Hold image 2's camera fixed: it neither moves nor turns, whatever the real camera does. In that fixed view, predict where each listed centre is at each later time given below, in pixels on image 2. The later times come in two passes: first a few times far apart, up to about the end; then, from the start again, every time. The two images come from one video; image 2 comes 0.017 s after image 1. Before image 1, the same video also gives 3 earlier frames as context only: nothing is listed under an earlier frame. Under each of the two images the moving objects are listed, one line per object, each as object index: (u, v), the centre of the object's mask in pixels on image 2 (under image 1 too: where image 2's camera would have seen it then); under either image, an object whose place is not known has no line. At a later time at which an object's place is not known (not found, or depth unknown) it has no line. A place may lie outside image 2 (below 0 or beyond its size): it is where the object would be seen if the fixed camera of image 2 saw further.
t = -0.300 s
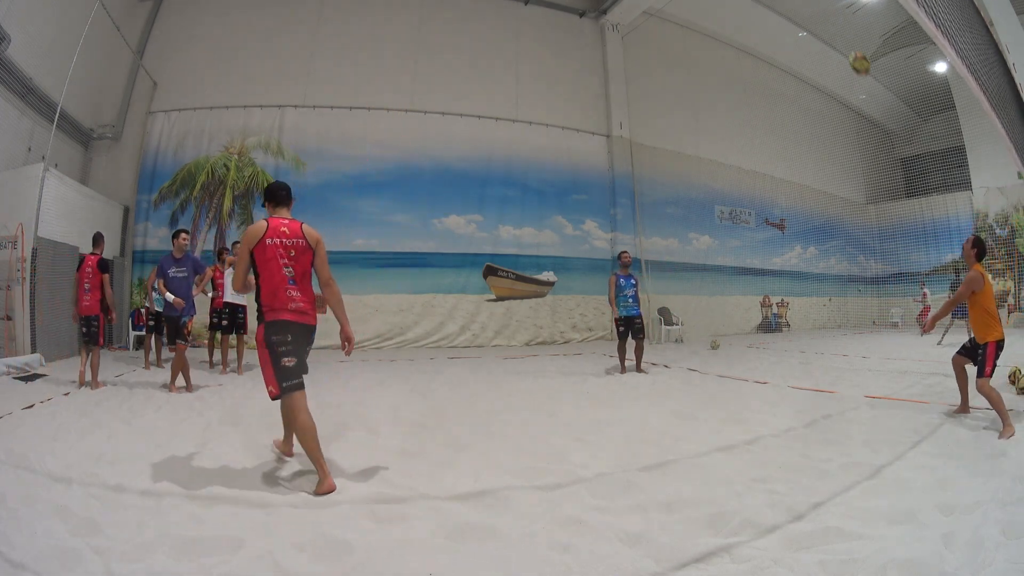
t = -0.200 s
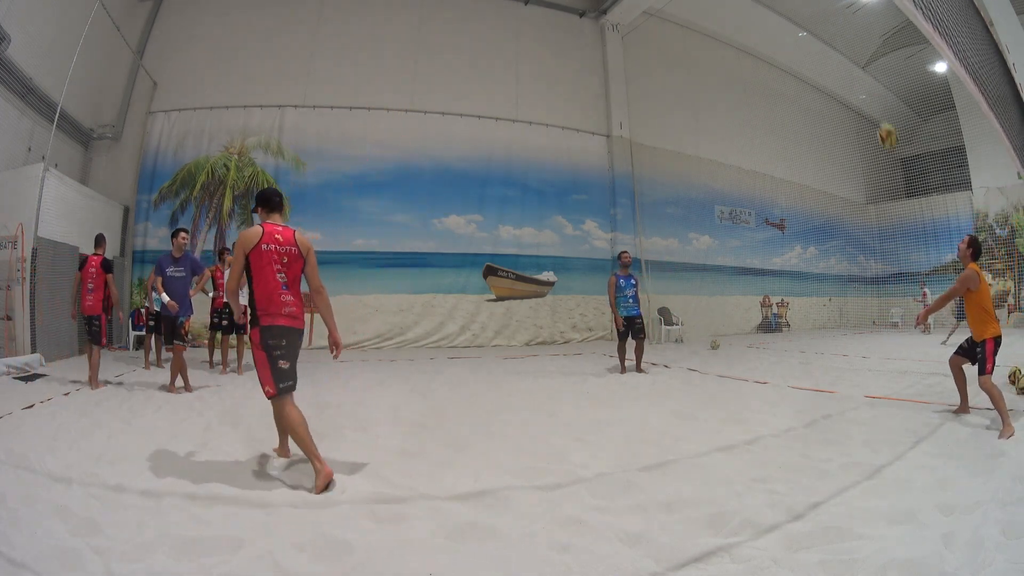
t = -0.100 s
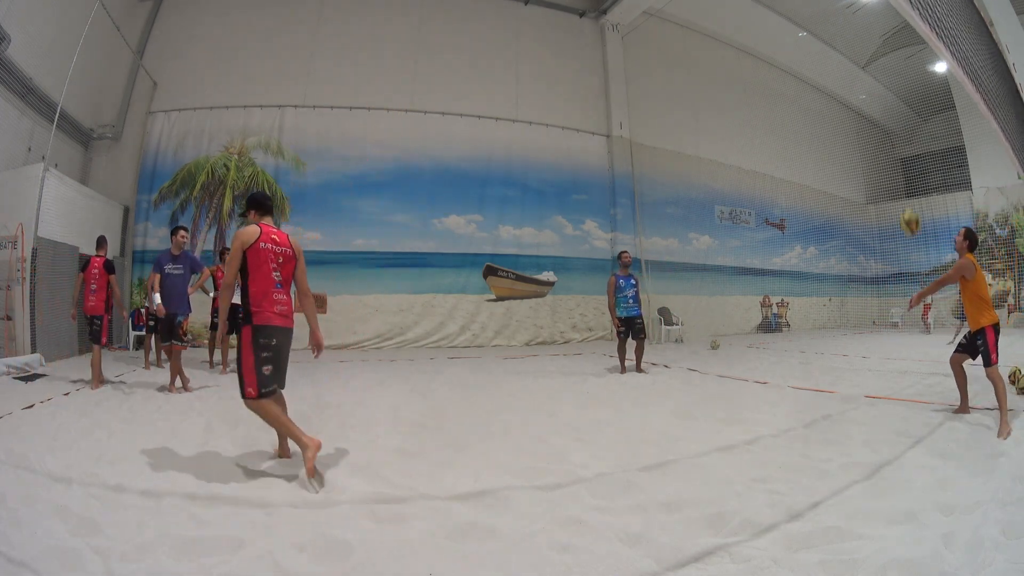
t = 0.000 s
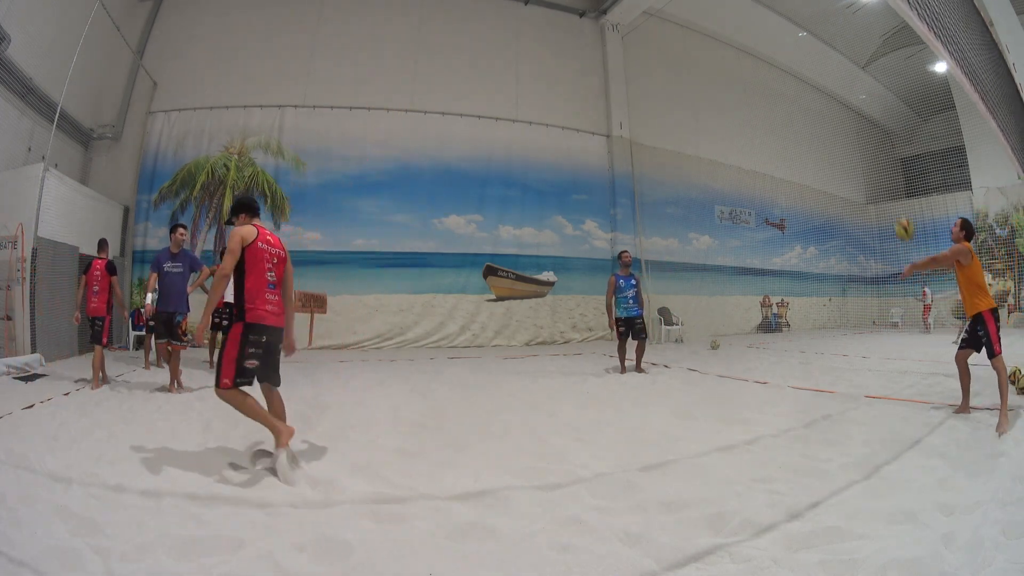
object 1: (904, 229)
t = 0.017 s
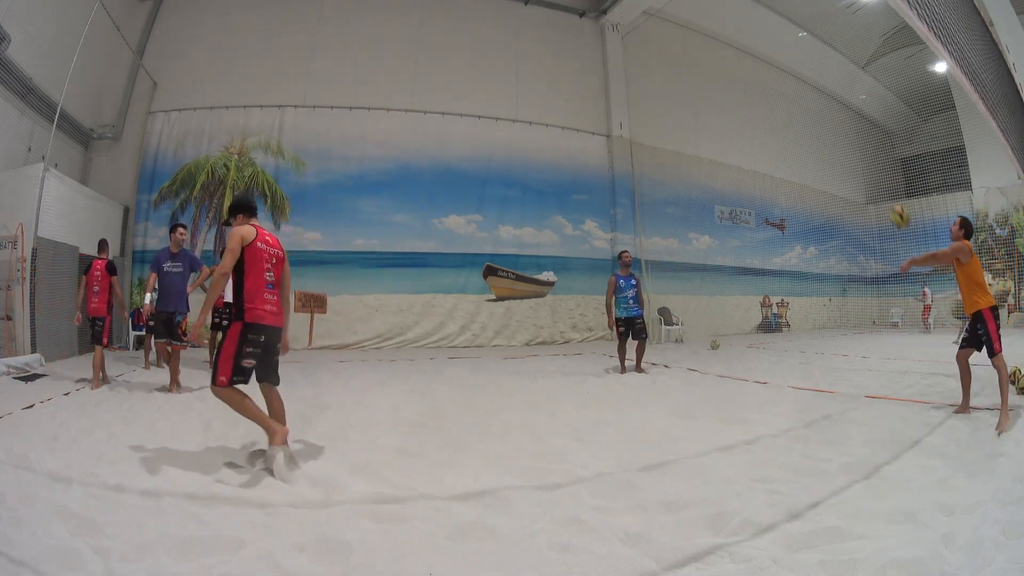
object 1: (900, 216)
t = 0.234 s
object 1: (840, 100)
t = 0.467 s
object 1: (788, 47)
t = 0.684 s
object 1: (754, 42)
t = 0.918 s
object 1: (729, 73)
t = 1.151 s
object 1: (710, 139)
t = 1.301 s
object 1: (699, 201)
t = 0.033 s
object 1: (895, 204)
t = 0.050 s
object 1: (890, 193)
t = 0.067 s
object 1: (886, 183)
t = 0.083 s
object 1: (880, 171)
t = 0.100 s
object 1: (877, 162)
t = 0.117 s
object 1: (871, 153)
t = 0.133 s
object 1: (867, 143)
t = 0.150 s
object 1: (862, 135)
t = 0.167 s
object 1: (858, 127)
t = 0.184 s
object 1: (853, 119)
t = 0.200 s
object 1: (848, 112)
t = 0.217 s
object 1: (844, 106)
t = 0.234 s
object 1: (840, 100)
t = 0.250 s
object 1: (836, 94)
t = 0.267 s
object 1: (831, 88)
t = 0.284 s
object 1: (827, 83)
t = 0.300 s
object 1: (823, 78)
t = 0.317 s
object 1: (819, 74)
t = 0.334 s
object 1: (815, 70)
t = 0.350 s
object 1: (812, 66)
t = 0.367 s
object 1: (808, 63)
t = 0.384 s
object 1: (804, 59)
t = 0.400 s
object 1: (801, 56)
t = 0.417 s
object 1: (797, 54)
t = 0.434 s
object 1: (794, 52)
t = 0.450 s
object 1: (791, 49)
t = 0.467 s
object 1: (788, 47)
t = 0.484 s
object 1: (785, 46)
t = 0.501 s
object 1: (782, 44)
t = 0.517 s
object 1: (779, 43)
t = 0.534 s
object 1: (776, 42)
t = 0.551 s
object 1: (774, 42)
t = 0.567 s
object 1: (771, 41)
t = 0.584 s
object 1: (768, 41)
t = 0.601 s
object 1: (766, 41)
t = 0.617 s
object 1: (764, 41)
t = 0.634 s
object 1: (761, 41)
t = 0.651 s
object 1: (759, 41)
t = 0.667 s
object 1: (757, 42)
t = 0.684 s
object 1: (754, 42)
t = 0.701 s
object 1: (752, 43)
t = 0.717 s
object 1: (750, 44)
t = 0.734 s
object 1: (748, 46)
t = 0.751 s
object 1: (746, 47)
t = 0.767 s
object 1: (744, 49)
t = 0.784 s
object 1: (742, 52)
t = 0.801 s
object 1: (741, 54)
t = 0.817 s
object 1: (739, 56)
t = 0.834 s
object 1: (737, 58)
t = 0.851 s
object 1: (736, 61)
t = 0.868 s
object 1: (734, 64)
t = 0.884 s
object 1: (733, 67)
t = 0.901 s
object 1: (731, 70)
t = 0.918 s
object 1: (729, 73)
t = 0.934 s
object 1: (728, 76)
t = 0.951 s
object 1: (726, 80)
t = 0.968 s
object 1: (725, 84)
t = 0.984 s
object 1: (724, 88)
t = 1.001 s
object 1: (722, 92)
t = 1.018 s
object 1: (721, 97)
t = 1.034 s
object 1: (719, 102)
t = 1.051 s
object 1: (718, 106)
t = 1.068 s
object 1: (717, 111)
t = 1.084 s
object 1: (715, 116)
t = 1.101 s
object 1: (714, 122)
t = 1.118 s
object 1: (713, 127)
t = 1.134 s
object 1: (712, 133)
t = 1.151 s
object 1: (710, 139)
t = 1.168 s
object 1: (709, 145)
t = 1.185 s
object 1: (708, 151)
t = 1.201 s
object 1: (707, 158)
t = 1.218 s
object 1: (705, 165)
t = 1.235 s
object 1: (704, 172)
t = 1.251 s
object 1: (703, 179)
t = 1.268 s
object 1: (701, 186)
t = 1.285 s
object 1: (700, 194)
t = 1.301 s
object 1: (699, 201)
